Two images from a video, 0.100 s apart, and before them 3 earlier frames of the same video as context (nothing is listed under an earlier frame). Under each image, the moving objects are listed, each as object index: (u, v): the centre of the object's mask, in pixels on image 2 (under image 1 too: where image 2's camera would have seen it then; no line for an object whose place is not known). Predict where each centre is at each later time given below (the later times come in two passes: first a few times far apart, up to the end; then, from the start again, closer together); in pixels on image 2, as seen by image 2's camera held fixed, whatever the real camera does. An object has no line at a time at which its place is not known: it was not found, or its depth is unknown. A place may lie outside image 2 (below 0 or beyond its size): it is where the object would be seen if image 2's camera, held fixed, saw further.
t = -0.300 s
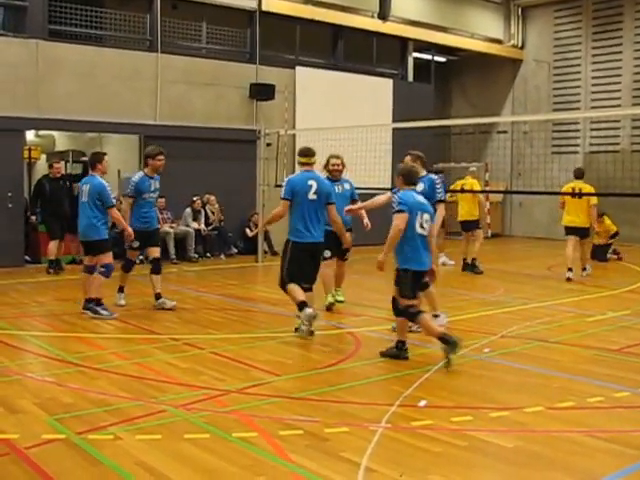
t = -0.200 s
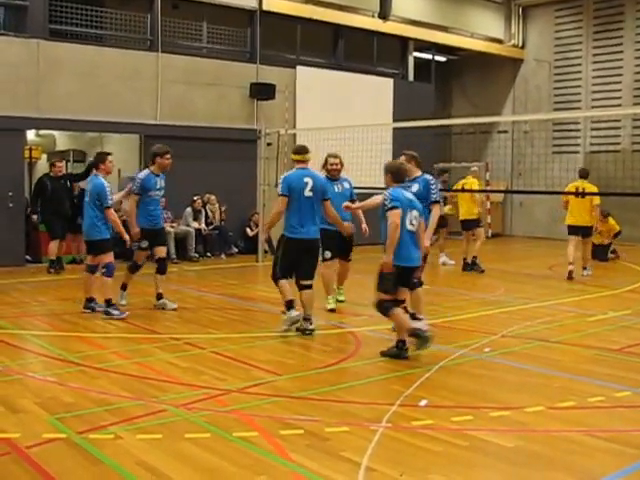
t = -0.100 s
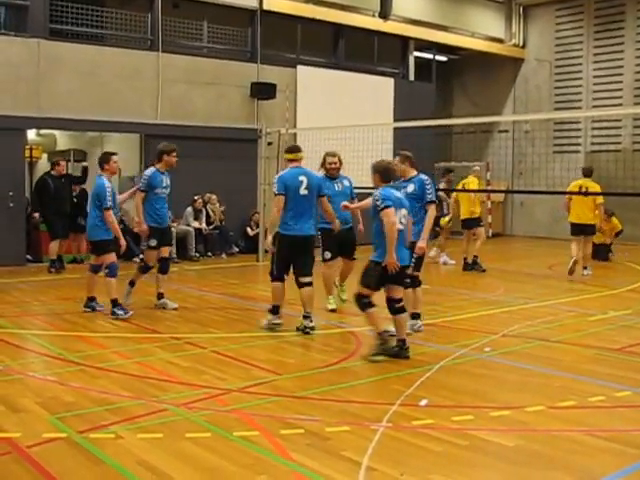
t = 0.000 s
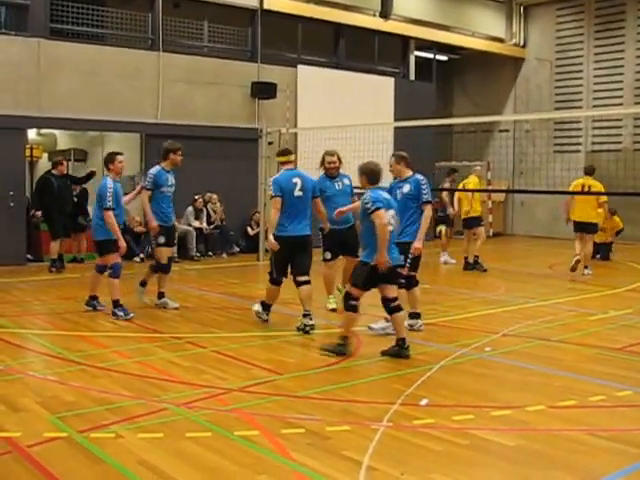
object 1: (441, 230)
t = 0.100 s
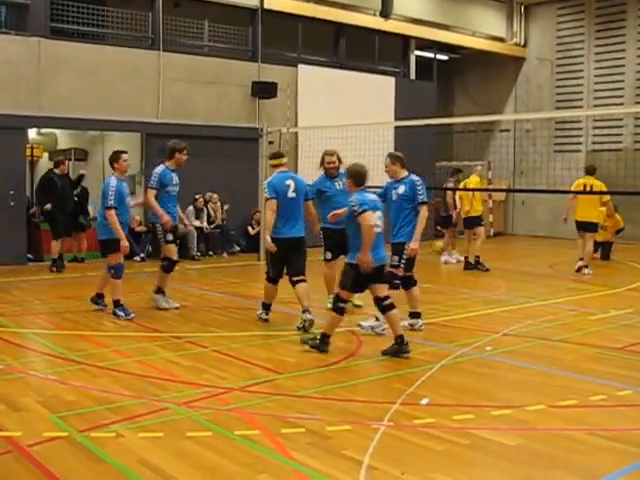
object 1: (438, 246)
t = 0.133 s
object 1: (437, 252)
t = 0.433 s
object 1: (426, 248)
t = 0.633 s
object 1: (418, 251)
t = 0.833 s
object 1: (409, 286)
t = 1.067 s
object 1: (398, 277)
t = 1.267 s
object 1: (387, 287)
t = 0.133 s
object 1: (437, 252)
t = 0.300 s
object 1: (430, 262)
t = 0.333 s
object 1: (429, 257)
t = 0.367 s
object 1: (429, 253)
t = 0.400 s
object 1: (427, 250)
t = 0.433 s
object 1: (426, 248)
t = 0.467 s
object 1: (425, 246)
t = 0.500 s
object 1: (424, 246)
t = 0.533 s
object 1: (422, 246)
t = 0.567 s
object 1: (421, 246)
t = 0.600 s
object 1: (419, 249)
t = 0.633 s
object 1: (418, 251)
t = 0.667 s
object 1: (417, 255)
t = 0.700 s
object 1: (415, 259)
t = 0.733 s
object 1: (414, 263)
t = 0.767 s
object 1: (412, 271)
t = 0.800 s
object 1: (411, 277)
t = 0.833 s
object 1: (409, 286)
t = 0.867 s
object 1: (406, 296)
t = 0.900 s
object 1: (406, 293)
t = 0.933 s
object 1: (405, 290)
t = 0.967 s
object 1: (402, 285)
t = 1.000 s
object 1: (401, 281)
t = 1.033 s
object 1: (400, 279)
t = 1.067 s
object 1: (398, 277)
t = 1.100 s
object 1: (396, 277)
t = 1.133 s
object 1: (395, 277)
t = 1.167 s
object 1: (392, 278)
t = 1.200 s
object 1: (390, 280)
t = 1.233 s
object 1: (388, 284)
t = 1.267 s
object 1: (387, 287)
